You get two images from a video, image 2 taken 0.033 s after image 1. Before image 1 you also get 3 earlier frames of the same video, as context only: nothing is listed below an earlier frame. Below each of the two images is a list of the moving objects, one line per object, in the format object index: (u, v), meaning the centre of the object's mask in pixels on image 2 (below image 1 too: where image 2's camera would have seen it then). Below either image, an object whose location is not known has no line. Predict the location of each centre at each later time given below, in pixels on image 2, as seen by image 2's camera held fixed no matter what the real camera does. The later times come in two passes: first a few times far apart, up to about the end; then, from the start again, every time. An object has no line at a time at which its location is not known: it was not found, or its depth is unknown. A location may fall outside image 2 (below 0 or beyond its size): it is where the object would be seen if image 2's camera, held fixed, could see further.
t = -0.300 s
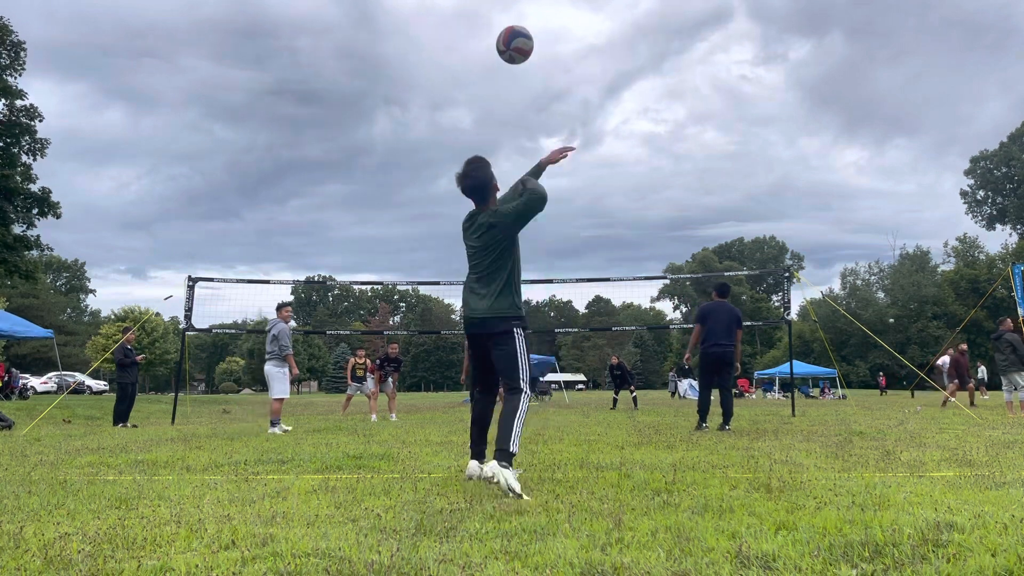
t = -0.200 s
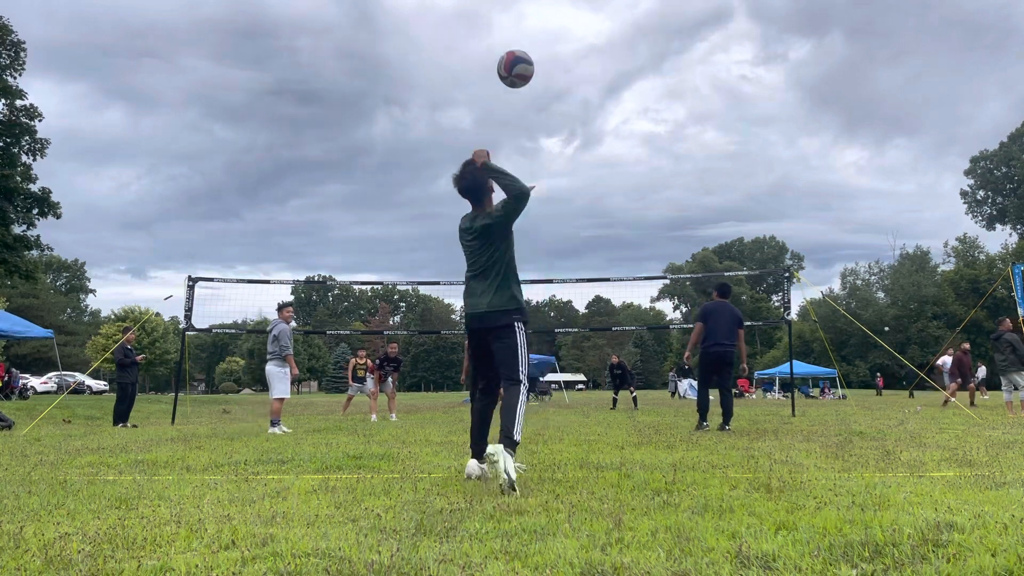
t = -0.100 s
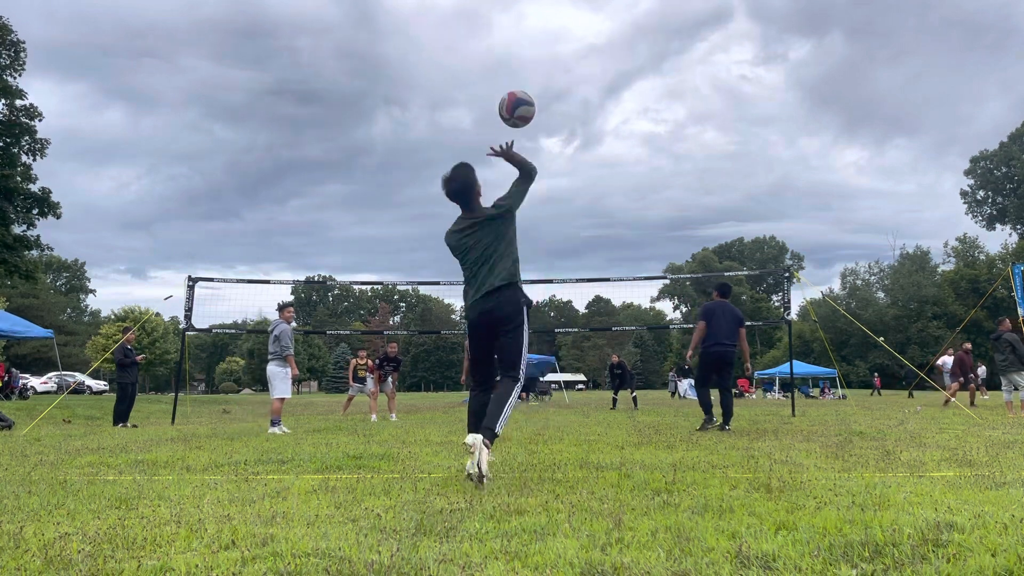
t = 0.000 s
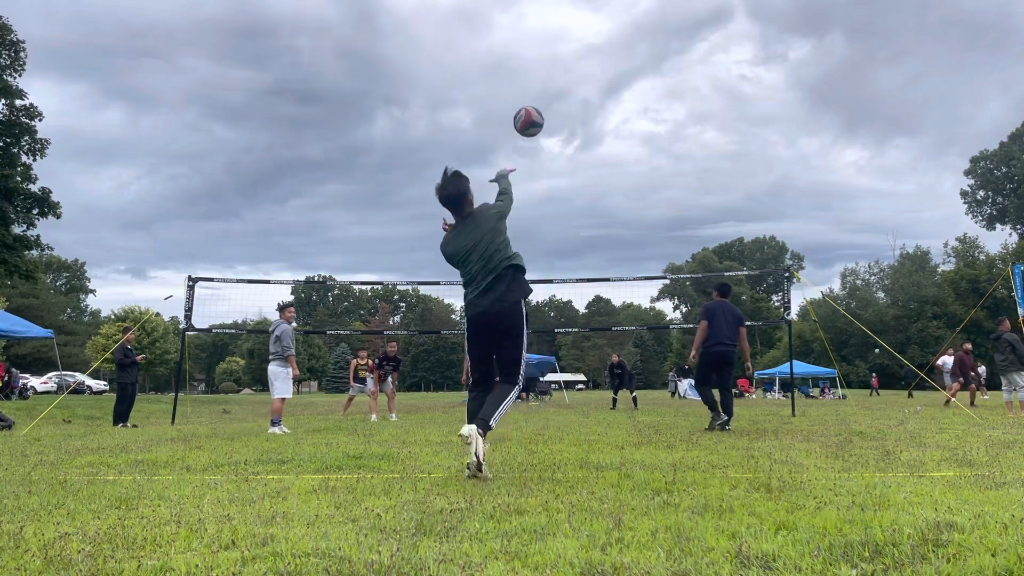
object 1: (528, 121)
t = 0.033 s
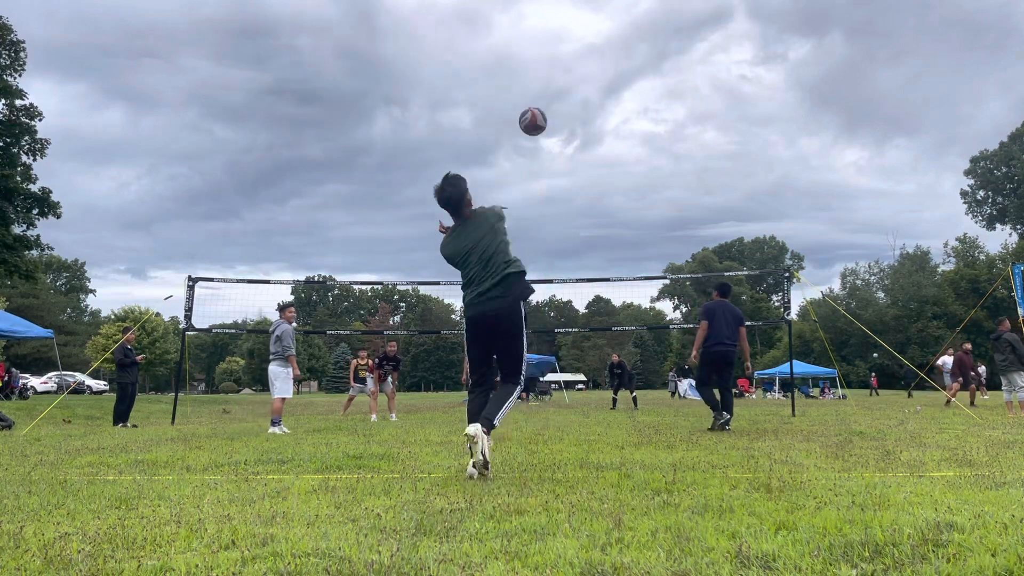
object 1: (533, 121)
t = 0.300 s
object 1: (553, 145)
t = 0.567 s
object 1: (566, 191)
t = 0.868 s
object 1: (577, 256)
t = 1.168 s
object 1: (585, 326)
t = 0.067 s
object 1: (536, 123)
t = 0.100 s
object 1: (540, 124)
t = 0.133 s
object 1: (542, 126)
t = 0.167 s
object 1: (545, 129)
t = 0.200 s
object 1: (548, 133)
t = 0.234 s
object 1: (550, 136)
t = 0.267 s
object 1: (552, 140)
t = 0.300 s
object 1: (553, 145)
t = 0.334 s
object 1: (555, 150)
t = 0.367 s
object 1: (557, 155)
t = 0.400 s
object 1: (558, 161)
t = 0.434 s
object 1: (559, 167)
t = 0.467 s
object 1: (561, 173)
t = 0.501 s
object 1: (562, 179)
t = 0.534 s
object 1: (564, 185)
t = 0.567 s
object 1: (566, 191)
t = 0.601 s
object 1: (567, 198)
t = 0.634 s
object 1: (568, 205)
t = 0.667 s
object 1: (570, 212)
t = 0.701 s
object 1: (571, 219)
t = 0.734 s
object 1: (573, 226)
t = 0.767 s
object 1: (574, 233)
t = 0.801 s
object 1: (575, 240)
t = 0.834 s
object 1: (576, 248)
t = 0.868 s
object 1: (577, 256)
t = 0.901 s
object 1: (578, 263)
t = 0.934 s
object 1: (579, 271)
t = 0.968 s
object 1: (580, 279)
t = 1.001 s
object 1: (581, 287)
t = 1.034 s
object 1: (582, 295)
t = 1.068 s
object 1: (582, 303)
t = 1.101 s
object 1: (583, 311)
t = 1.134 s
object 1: (584, 319)
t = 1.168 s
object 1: (585, 326)
